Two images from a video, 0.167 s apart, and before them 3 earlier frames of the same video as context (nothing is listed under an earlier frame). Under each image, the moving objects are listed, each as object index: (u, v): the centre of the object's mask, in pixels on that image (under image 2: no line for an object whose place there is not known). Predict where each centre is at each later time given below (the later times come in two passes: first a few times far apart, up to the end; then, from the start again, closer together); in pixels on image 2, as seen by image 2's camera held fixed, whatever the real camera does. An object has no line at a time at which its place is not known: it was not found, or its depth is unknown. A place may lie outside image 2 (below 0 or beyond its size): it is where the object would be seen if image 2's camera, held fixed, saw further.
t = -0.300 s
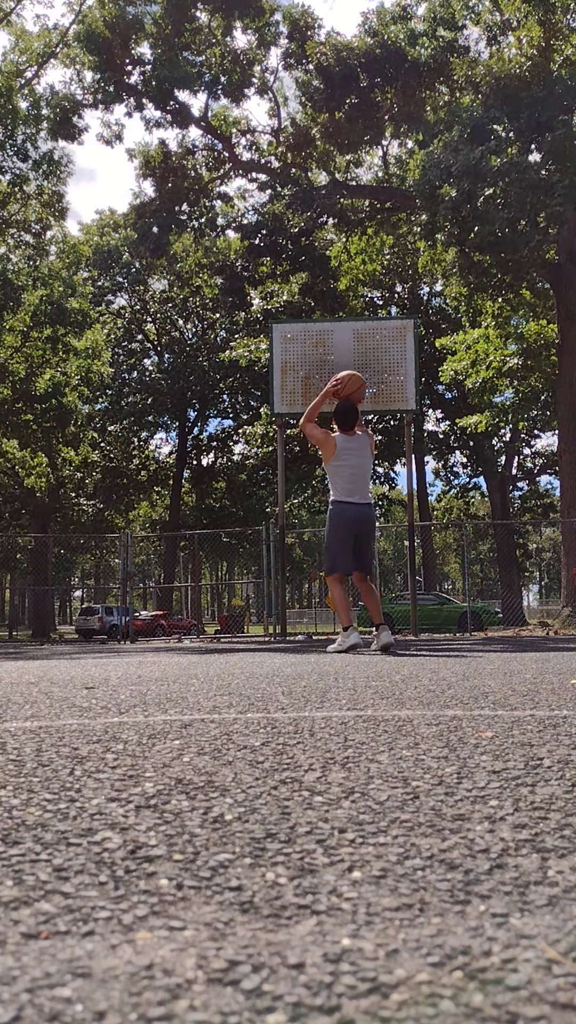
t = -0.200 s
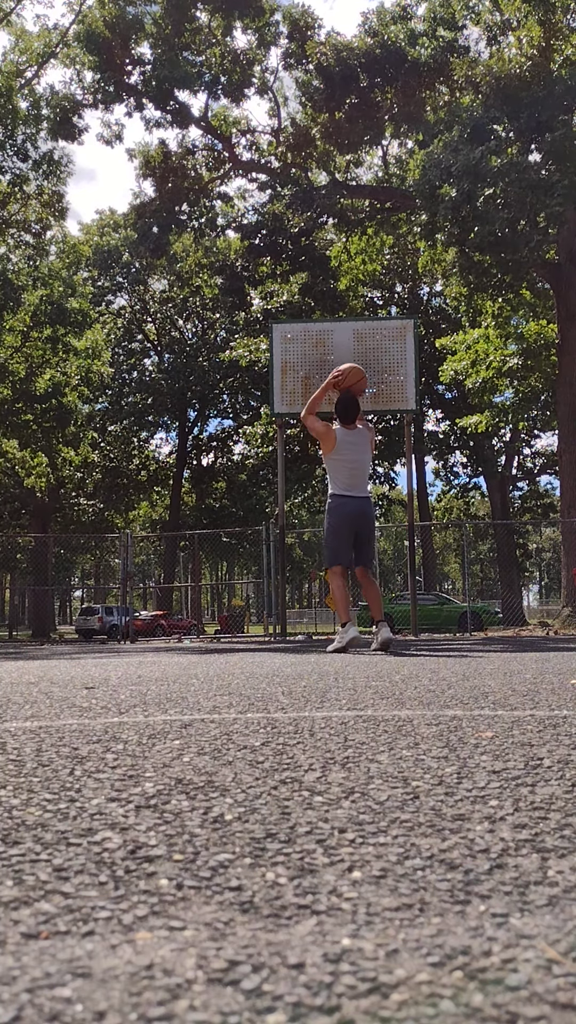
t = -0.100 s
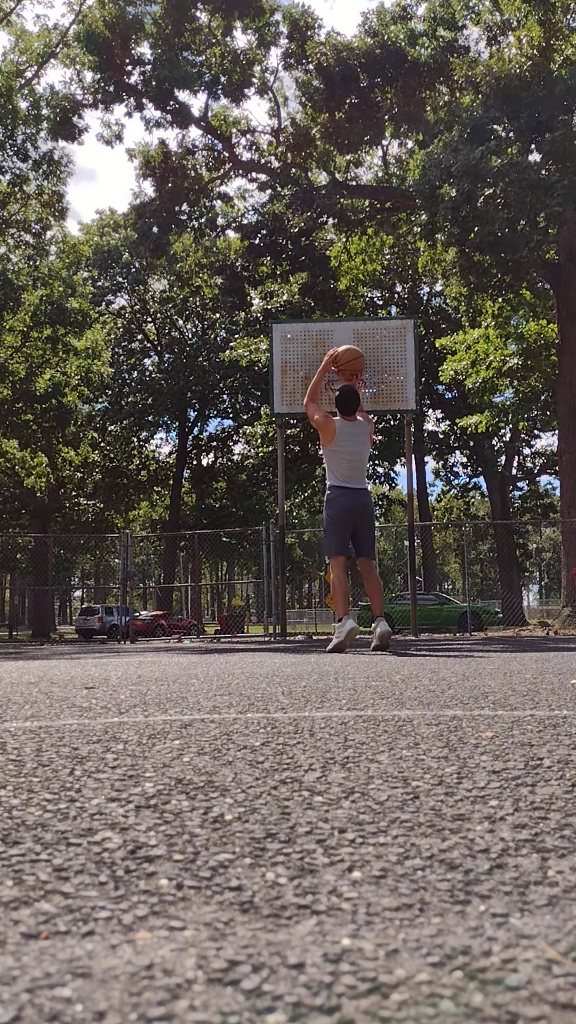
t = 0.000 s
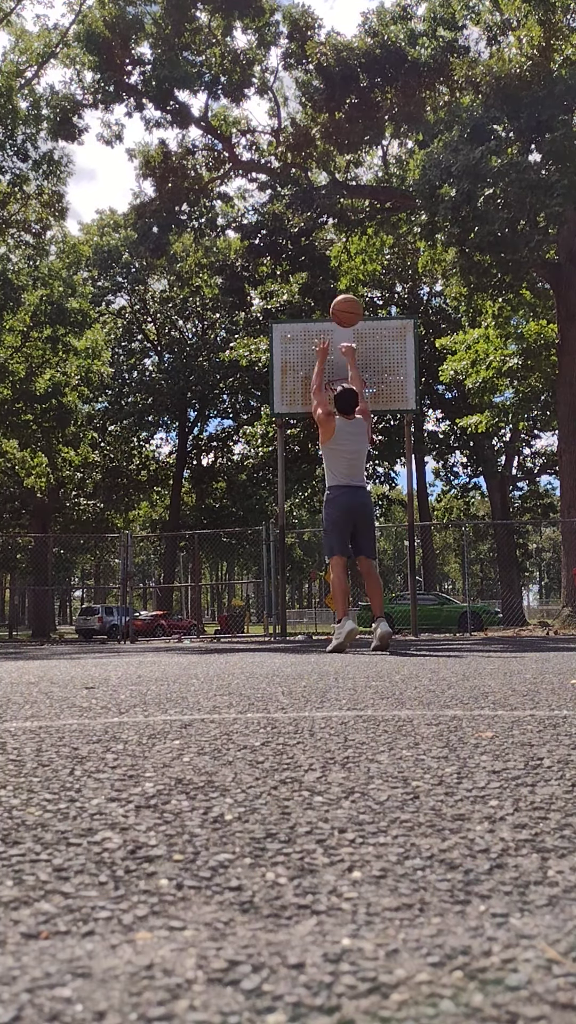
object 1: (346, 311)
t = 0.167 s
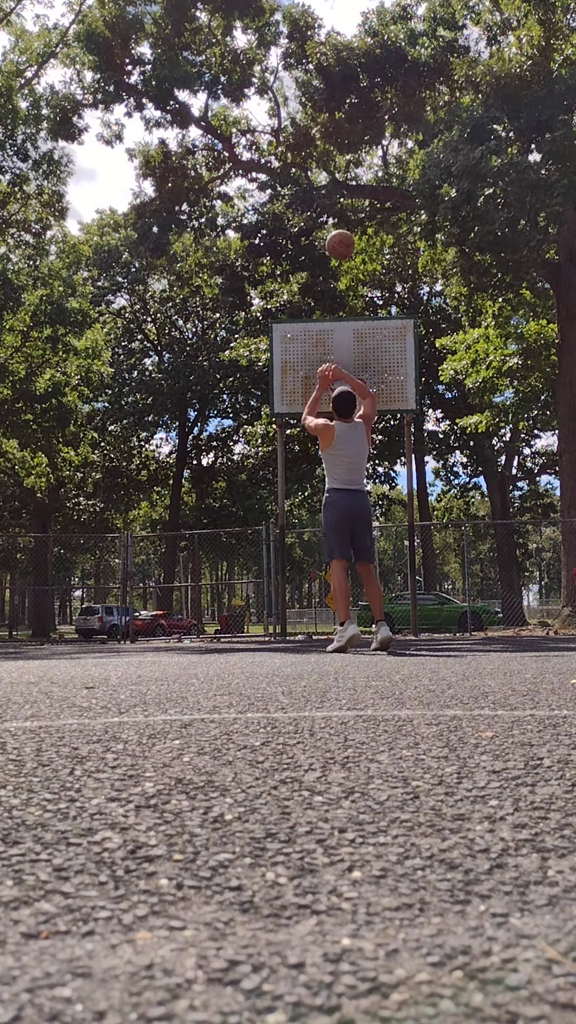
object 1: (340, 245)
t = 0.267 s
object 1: (338, 226)
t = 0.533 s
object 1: (334, 227)
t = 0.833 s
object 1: (331, 298)
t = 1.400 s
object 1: (382, 338)
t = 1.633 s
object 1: (406, 349)
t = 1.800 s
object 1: (425, 385)
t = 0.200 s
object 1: (339, 237)
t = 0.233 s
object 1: (339, 230)
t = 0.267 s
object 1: (338, 226)
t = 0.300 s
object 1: (337, 222)
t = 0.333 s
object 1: (337, 220)
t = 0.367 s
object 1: (336, 219)
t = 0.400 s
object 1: (336, 219)
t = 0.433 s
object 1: (335, 219)
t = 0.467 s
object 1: (335, 220)
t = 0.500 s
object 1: (334, 223)
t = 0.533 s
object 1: (334, 227)
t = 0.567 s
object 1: (333, 231)
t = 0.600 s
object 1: (333, 237)
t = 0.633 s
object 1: (332, 243)
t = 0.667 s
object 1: (332, 251)
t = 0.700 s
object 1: (331, 258)
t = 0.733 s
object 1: (331, 268)
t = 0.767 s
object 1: (331, 277)
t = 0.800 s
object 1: (331, 287)
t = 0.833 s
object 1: (331, 298)
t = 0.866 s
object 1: (331, 308)
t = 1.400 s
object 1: (382, 338)
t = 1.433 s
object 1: (385, 337)
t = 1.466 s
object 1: (389, 337)
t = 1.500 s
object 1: (392, 337)
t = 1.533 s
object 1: (396, 339)
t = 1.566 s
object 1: (399, 342)
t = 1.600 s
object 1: (403, 345)
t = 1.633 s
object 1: (406, 349)
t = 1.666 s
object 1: (410, 354)
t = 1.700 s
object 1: (415, 361)
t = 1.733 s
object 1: (418, 368)
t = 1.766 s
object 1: (422, 376)
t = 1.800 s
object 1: (425, 385)
